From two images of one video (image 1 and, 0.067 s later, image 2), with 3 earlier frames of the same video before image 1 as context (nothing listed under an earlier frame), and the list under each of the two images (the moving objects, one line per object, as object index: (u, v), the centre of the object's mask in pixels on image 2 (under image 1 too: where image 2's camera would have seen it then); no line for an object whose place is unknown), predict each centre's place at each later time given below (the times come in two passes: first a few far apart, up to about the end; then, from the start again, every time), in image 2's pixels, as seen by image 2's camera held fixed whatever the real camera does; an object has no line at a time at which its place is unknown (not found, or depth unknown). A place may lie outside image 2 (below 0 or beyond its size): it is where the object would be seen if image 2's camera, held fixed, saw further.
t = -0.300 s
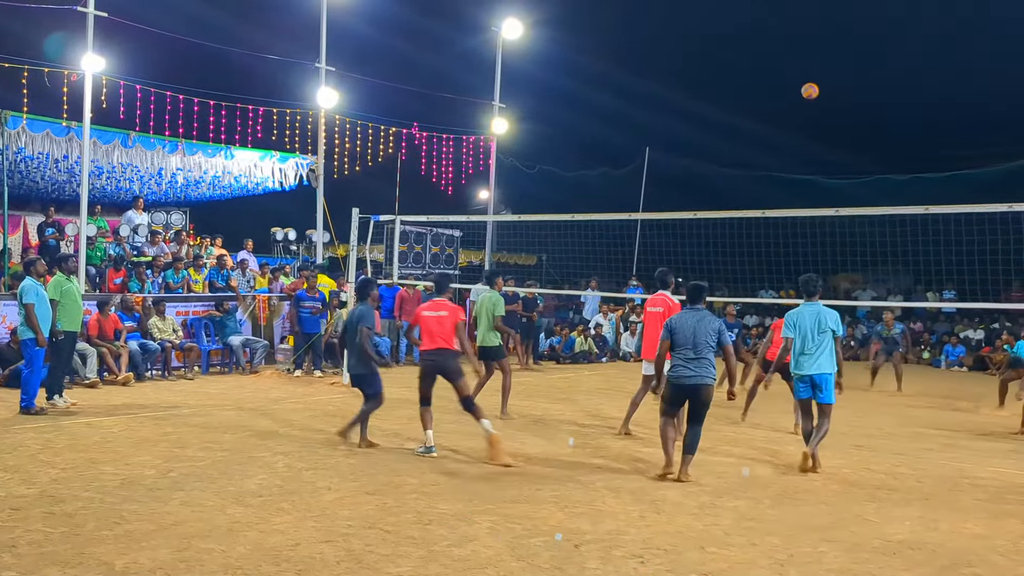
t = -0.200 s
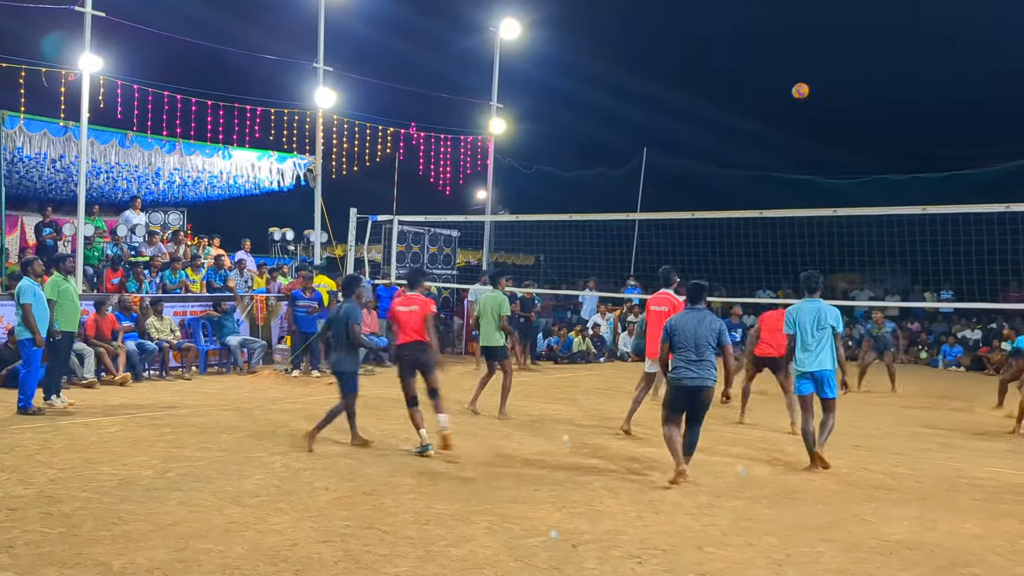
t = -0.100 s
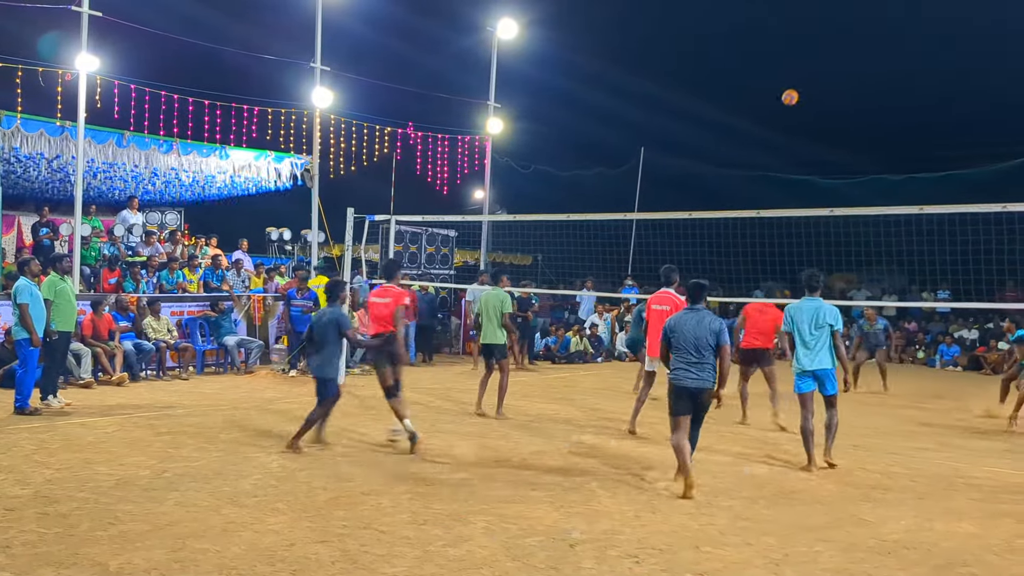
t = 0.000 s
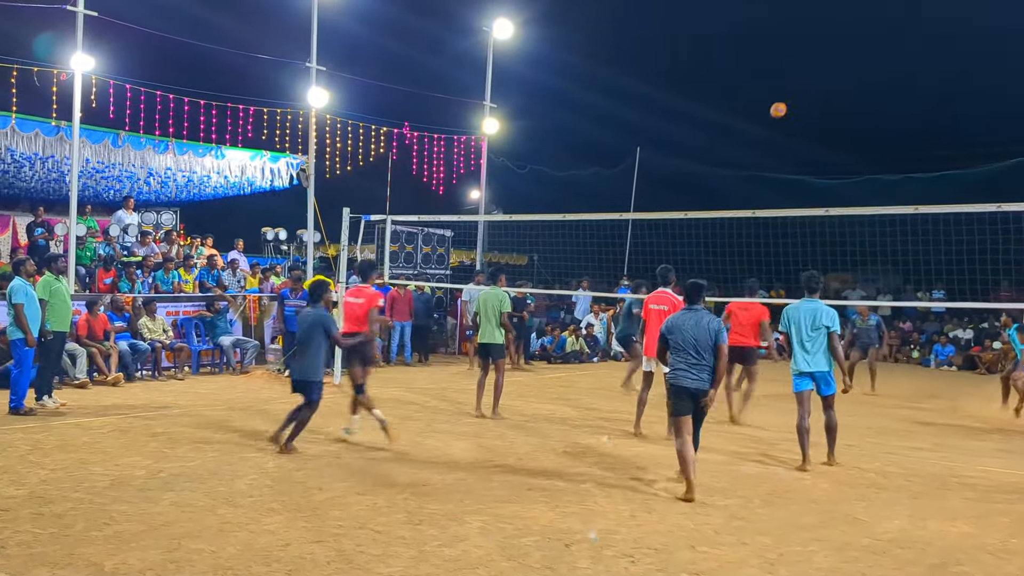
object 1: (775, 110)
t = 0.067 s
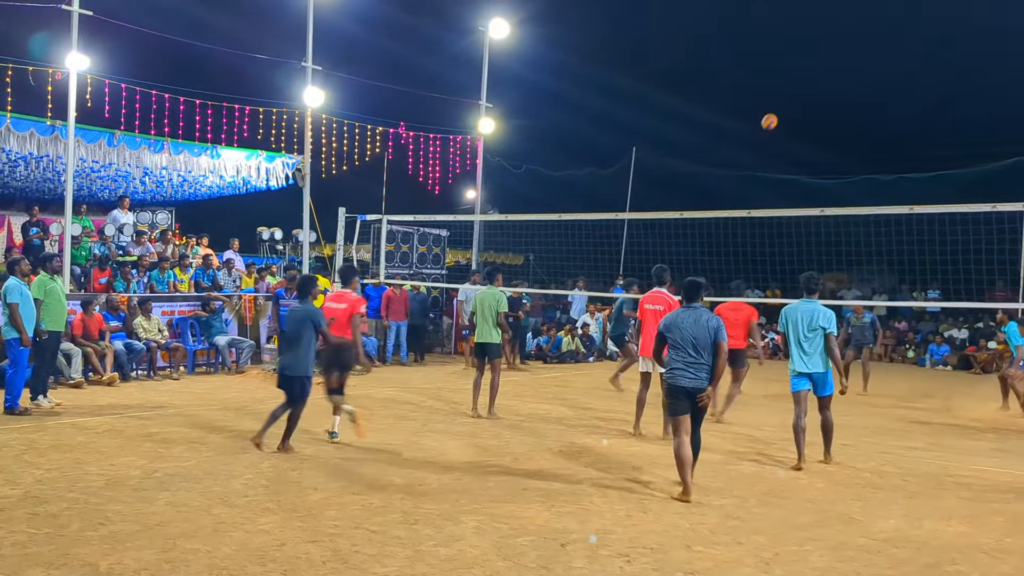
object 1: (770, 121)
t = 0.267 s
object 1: (753, 169)
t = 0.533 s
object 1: (735, 260)
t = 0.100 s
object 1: (767, 128)
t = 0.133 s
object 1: (765, 135)
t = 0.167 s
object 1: (762, 143)
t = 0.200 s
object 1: (759, 151)
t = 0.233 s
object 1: (756, 160)
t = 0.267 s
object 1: (753, 169)
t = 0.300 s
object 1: (751, 179)
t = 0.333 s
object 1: (748, 189)
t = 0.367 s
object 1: (746, 200)
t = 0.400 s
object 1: (744, 207)
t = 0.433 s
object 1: (742, 223)
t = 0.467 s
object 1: (739, 236)
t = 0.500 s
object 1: (737, 248)
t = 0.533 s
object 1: (735, 260)
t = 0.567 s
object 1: (733, 273)
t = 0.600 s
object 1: (731, 286)
